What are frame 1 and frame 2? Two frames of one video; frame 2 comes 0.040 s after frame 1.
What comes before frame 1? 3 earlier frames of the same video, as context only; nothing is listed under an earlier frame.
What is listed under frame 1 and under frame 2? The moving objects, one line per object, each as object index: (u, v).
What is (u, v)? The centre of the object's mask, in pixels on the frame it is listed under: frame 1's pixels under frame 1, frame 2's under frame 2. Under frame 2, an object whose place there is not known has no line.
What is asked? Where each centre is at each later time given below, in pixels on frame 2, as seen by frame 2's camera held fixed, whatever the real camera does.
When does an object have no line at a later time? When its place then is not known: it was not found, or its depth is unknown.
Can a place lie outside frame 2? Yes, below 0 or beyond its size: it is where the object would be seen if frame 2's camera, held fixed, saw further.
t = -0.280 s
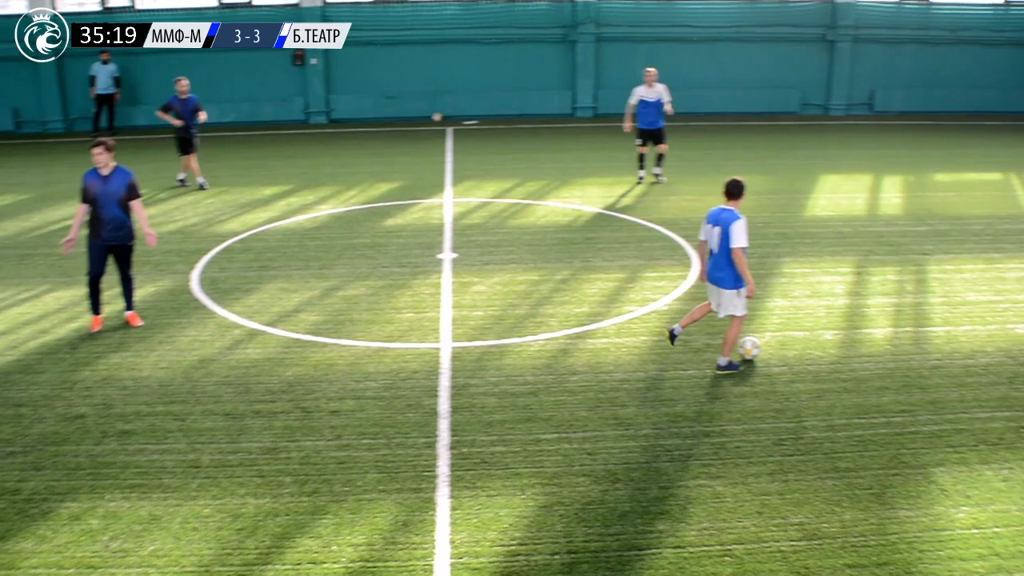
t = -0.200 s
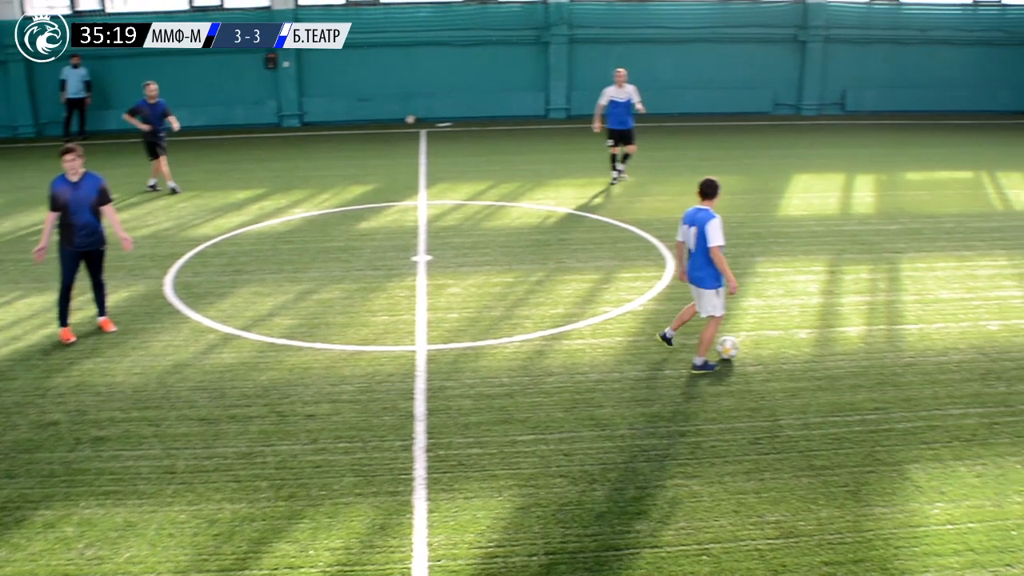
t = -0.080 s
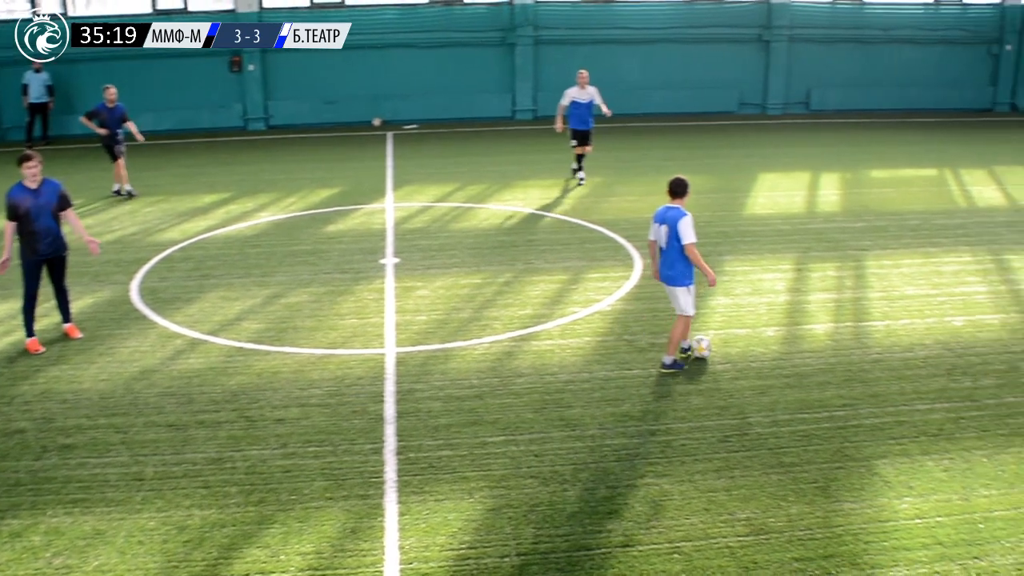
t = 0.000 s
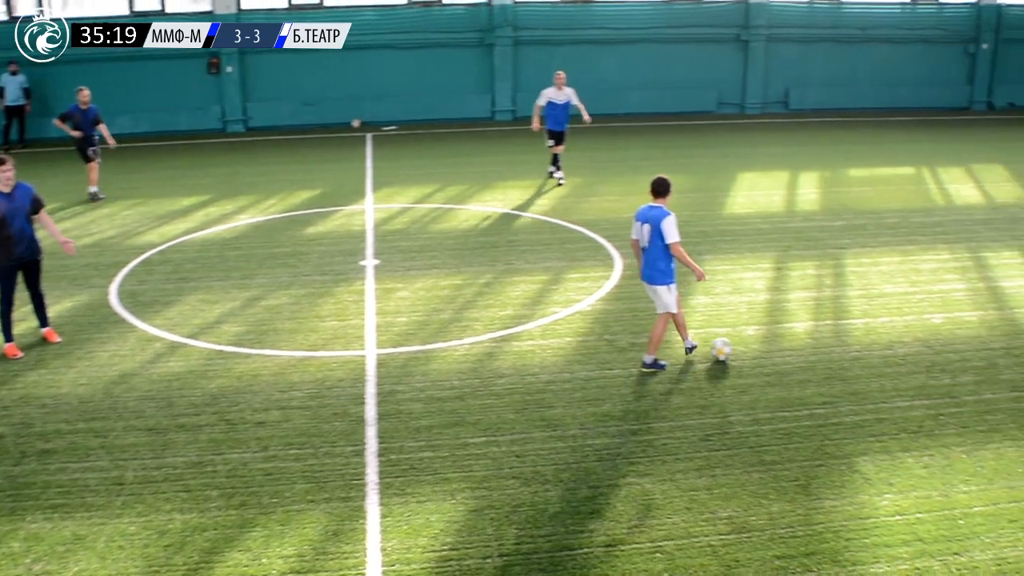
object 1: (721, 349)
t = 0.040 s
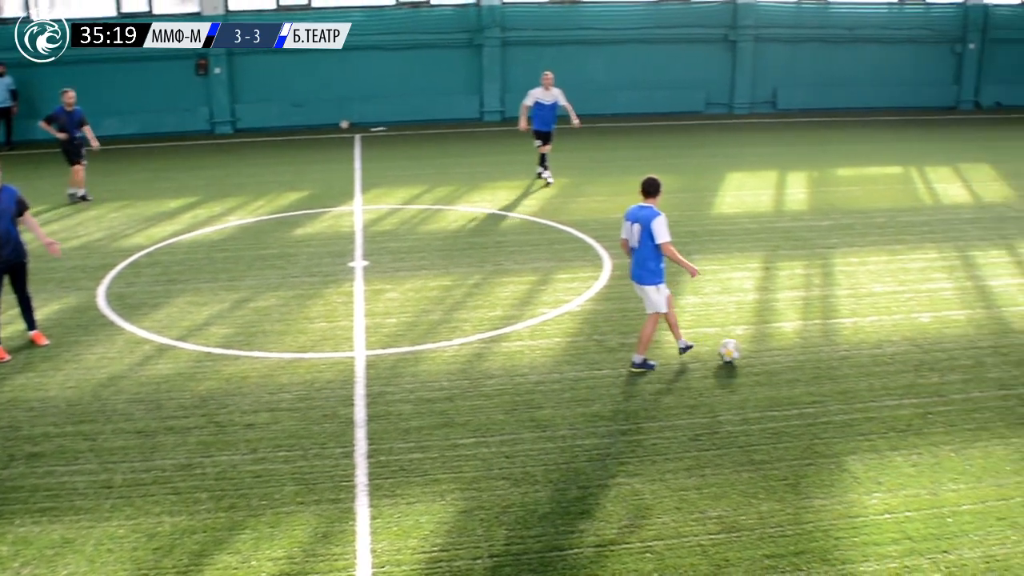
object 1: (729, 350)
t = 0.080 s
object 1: (747, 353)
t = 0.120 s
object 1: (763, 353)
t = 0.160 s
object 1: (779, 355)
